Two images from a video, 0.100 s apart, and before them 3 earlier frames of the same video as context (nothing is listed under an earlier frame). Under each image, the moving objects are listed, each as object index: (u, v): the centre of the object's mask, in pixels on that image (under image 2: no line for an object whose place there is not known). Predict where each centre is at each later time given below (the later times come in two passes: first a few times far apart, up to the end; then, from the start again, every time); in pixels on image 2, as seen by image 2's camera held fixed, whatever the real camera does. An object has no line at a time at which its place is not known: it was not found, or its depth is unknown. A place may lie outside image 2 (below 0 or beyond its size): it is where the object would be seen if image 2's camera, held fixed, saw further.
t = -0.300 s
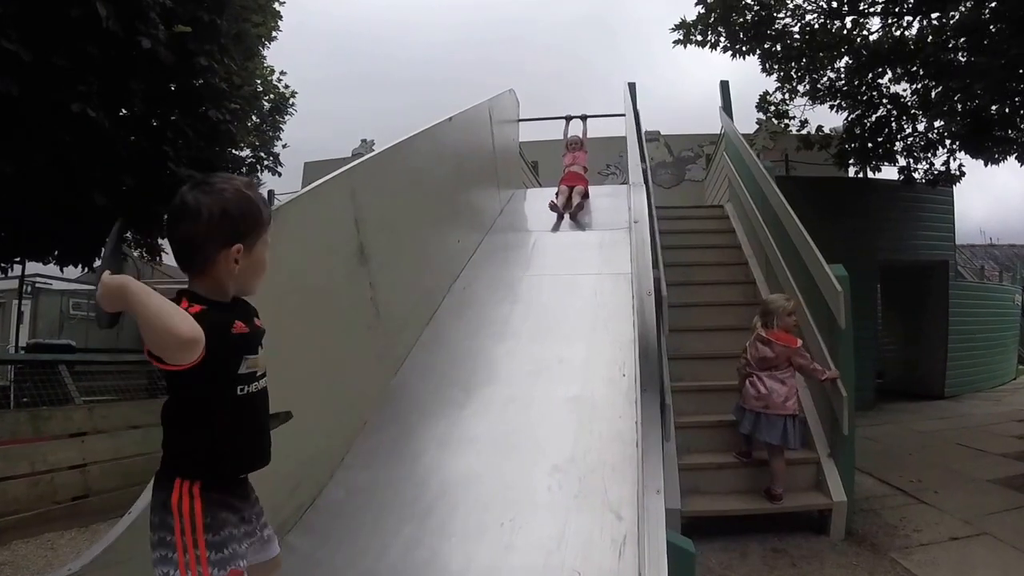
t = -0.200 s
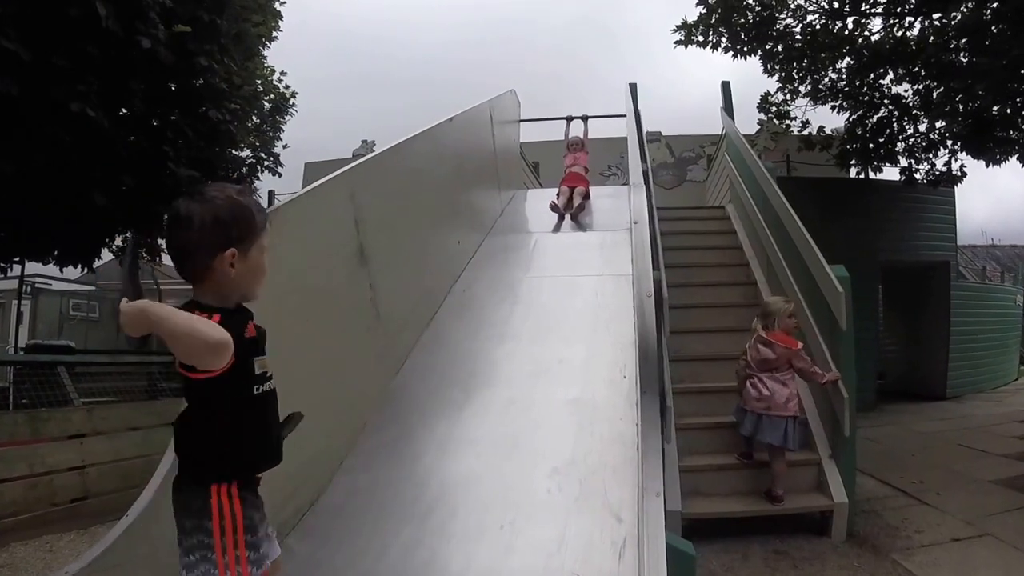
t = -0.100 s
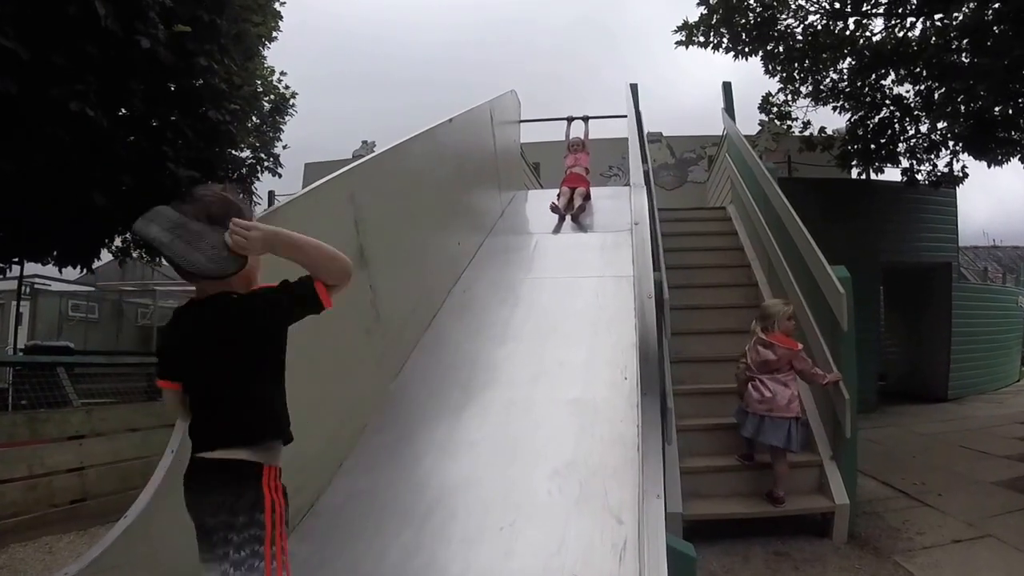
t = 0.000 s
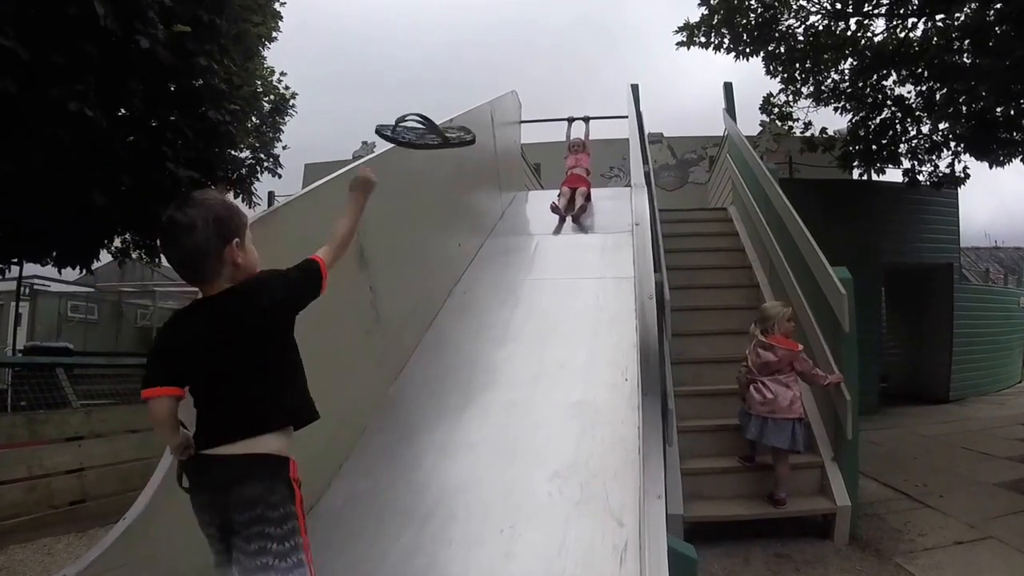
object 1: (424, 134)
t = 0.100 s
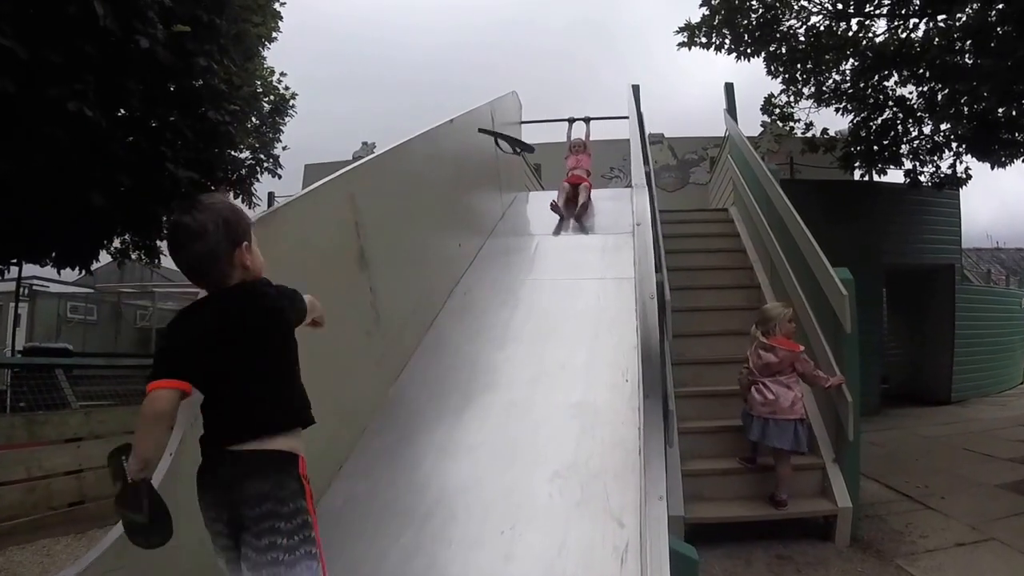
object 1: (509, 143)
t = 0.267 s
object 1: (552, 200)
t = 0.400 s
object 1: (581, 254)
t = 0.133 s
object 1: (523, 147)
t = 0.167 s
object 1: (534, 157)
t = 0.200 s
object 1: (543, 169)
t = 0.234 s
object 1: (550, 185)
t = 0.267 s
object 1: (552, 200)
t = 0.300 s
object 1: (563, 209)
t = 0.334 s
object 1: (571, 225)
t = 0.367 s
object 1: (576, 239)
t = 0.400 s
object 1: (581, 254)
